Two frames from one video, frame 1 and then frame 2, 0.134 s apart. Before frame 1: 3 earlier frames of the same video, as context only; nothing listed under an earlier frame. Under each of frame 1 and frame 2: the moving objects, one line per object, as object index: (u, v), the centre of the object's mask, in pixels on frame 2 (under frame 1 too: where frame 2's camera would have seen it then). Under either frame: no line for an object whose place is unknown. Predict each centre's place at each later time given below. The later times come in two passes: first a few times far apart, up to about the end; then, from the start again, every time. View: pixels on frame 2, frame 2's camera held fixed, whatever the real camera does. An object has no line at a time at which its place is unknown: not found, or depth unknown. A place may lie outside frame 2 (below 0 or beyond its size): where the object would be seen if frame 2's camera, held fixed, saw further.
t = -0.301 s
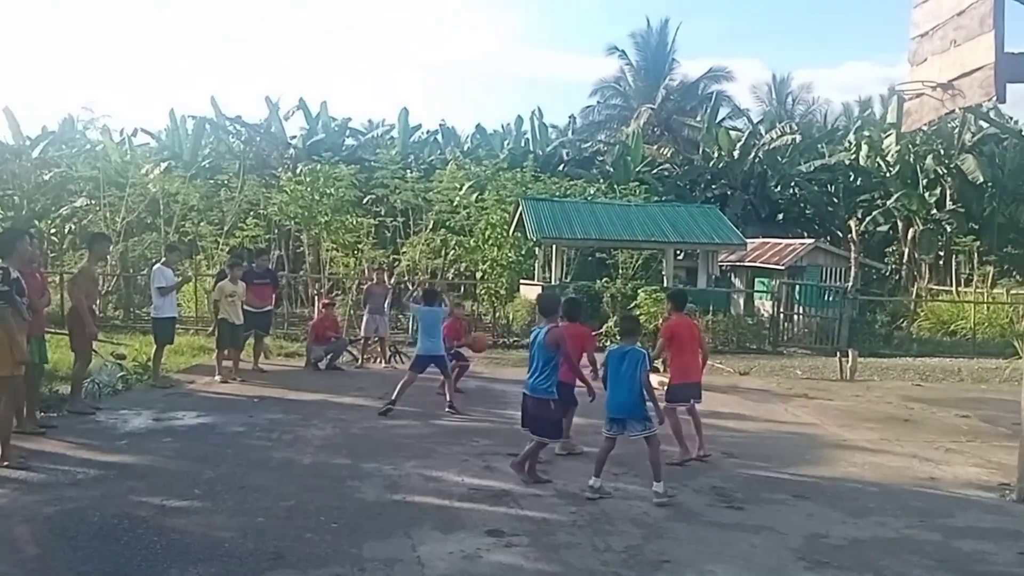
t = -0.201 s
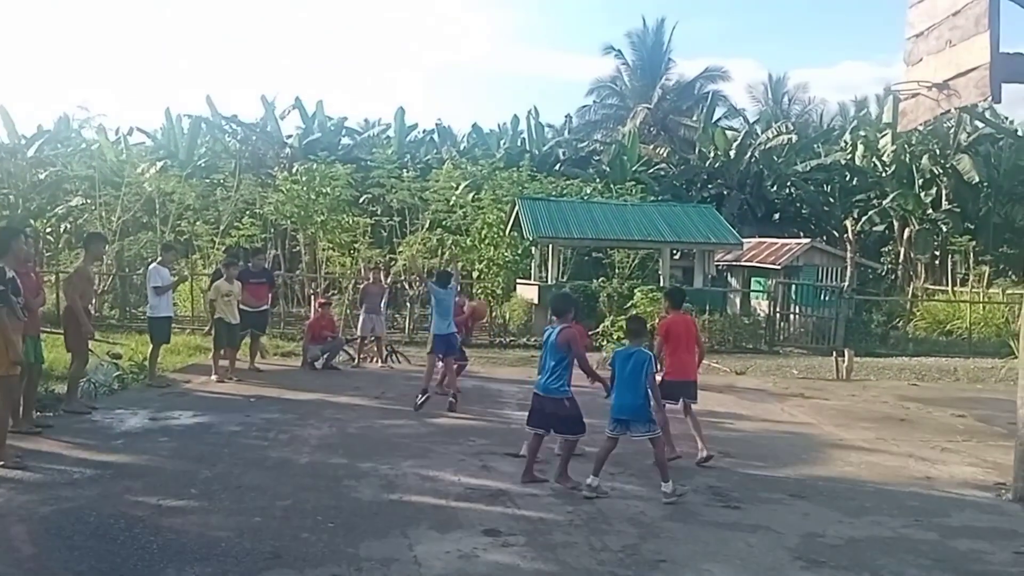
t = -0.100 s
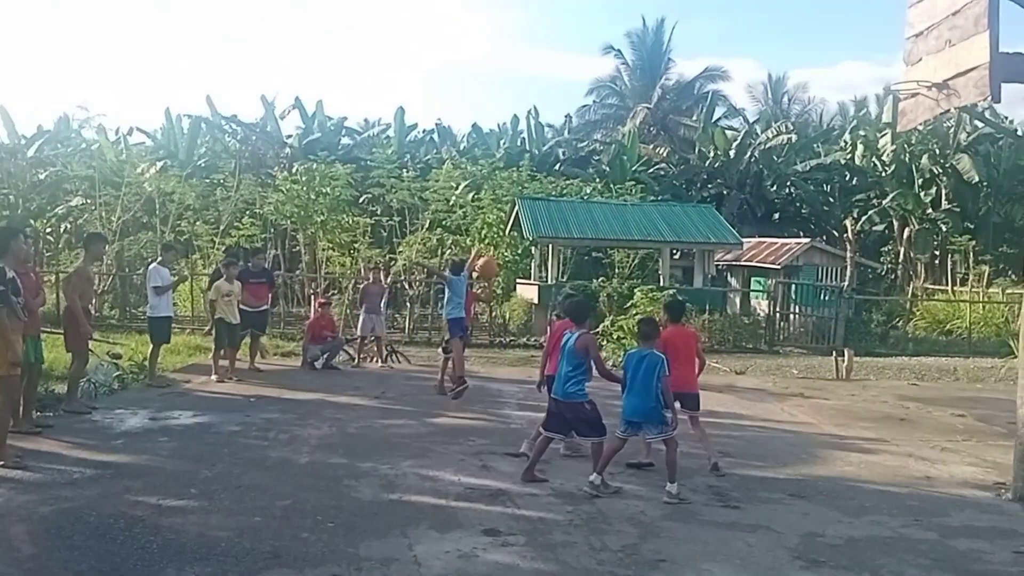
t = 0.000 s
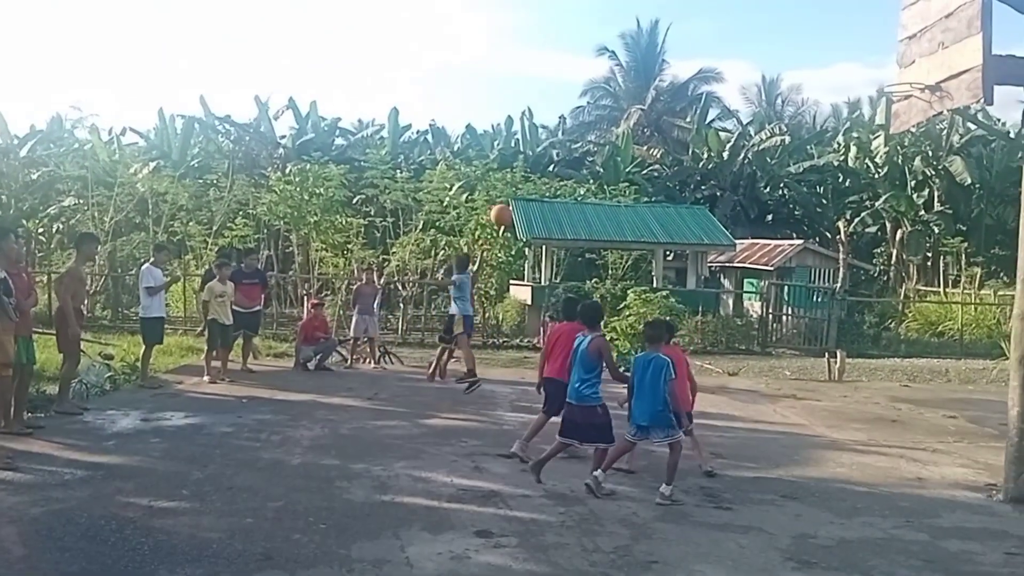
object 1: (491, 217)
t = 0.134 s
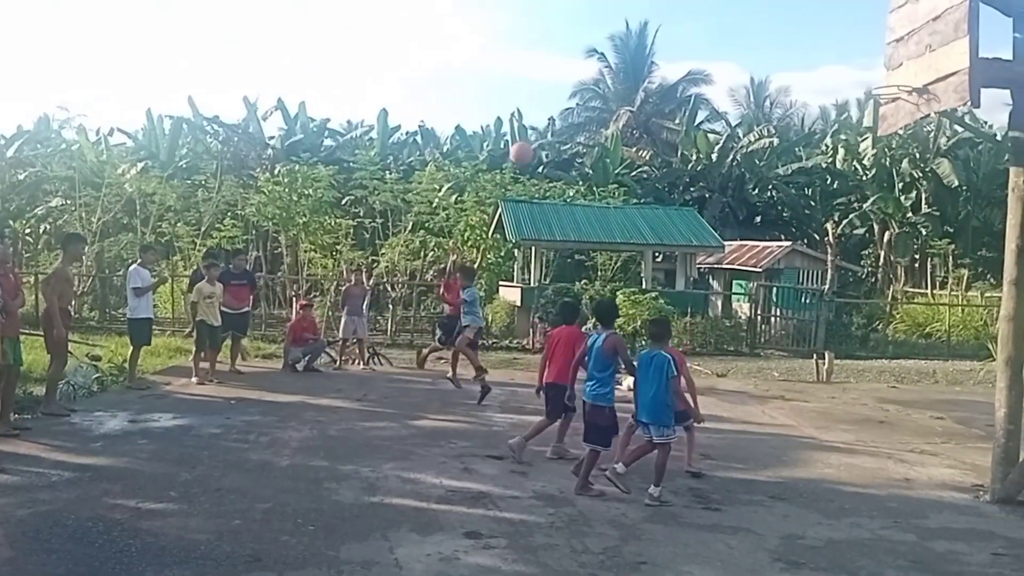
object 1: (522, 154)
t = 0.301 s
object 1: (562, 92)
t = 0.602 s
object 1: (638, 40)
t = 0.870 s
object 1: (713, 76)
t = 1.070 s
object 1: (775, 165)
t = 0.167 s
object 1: (529, 139)
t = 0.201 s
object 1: (537, 127)
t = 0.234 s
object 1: (545, 114)
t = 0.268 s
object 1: (553, 103)
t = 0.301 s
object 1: (562, 92)
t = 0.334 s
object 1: (570, 83)
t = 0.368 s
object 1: (578, 74)
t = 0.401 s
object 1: (587, 66)
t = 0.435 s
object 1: (595, 59)
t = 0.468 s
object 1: (603, 53)
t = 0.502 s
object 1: (612, 48)
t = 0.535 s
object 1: (621, 45)
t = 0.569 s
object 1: (629, 42)
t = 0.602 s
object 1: (638, 40)
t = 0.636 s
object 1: (646, 40)
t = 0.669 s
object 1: (656, 41)
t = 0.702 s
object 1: (666, 44)
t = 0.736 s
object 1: (676, 48)
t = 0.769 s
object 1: (685, 53)
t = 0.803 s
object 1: (694, 60)
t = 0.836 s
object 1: (704, 67)
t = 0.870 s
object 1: (713, 76)
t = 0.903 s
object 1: (723, 87)
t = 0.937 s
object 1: (734, 99)
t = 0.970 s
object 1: (743, 114)
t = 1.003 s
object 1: (754, 128)
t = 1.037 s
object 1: (764, 146)
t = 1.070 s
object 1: (775, 165)
